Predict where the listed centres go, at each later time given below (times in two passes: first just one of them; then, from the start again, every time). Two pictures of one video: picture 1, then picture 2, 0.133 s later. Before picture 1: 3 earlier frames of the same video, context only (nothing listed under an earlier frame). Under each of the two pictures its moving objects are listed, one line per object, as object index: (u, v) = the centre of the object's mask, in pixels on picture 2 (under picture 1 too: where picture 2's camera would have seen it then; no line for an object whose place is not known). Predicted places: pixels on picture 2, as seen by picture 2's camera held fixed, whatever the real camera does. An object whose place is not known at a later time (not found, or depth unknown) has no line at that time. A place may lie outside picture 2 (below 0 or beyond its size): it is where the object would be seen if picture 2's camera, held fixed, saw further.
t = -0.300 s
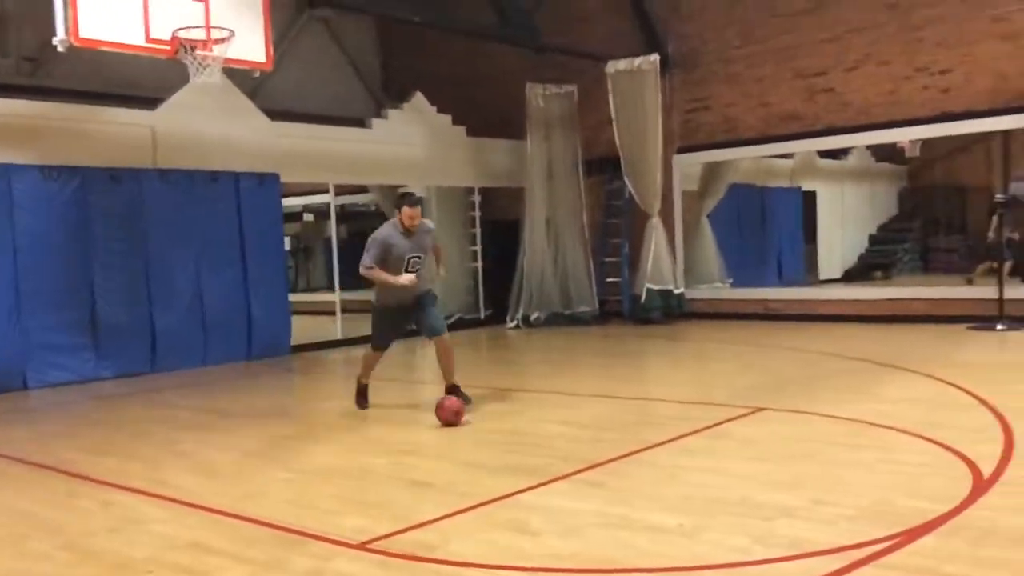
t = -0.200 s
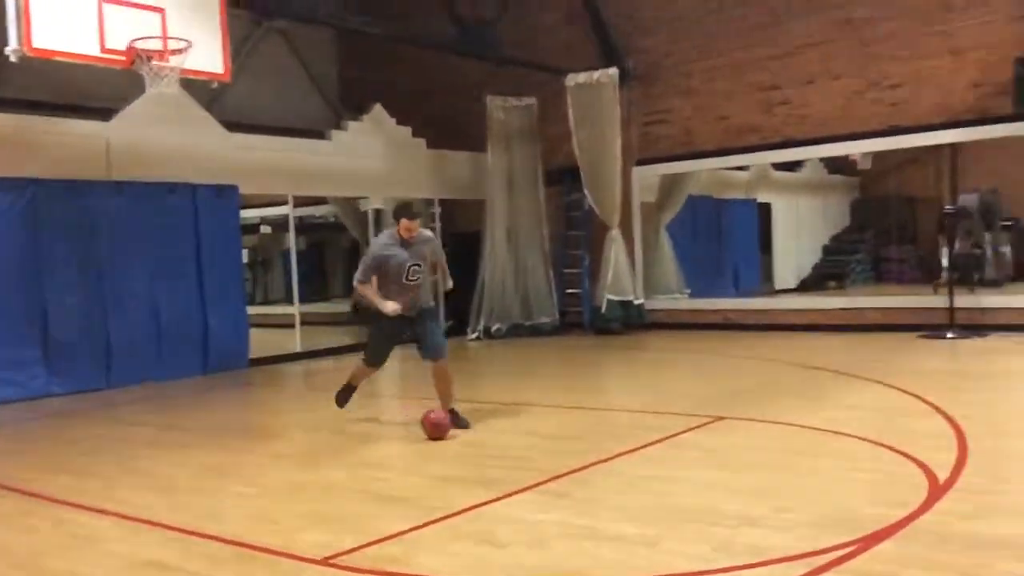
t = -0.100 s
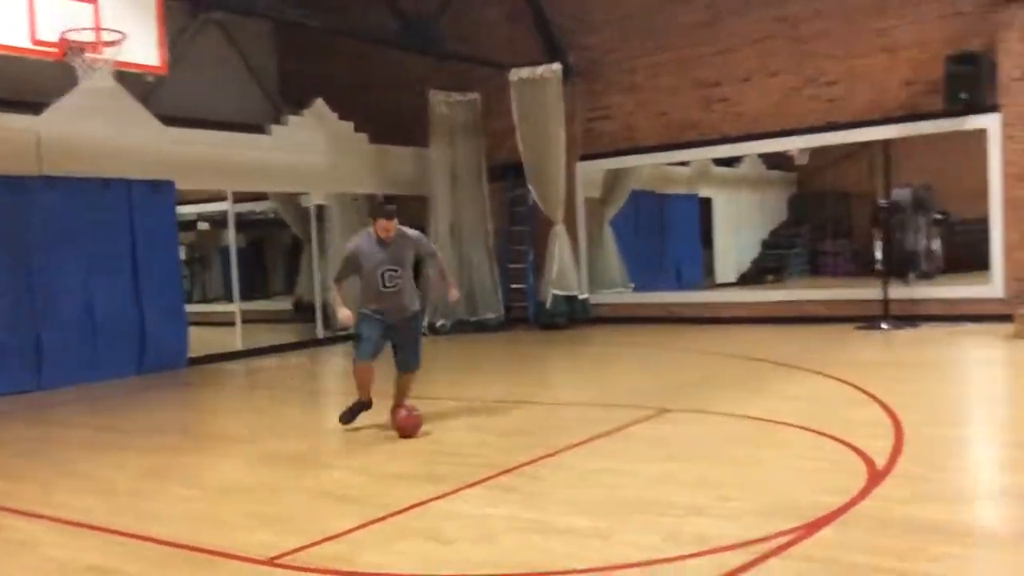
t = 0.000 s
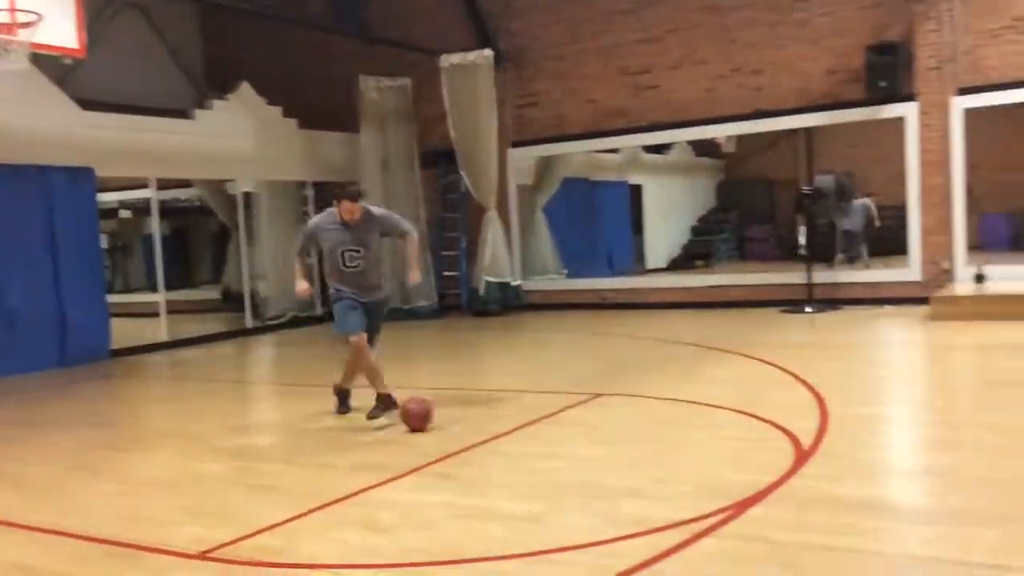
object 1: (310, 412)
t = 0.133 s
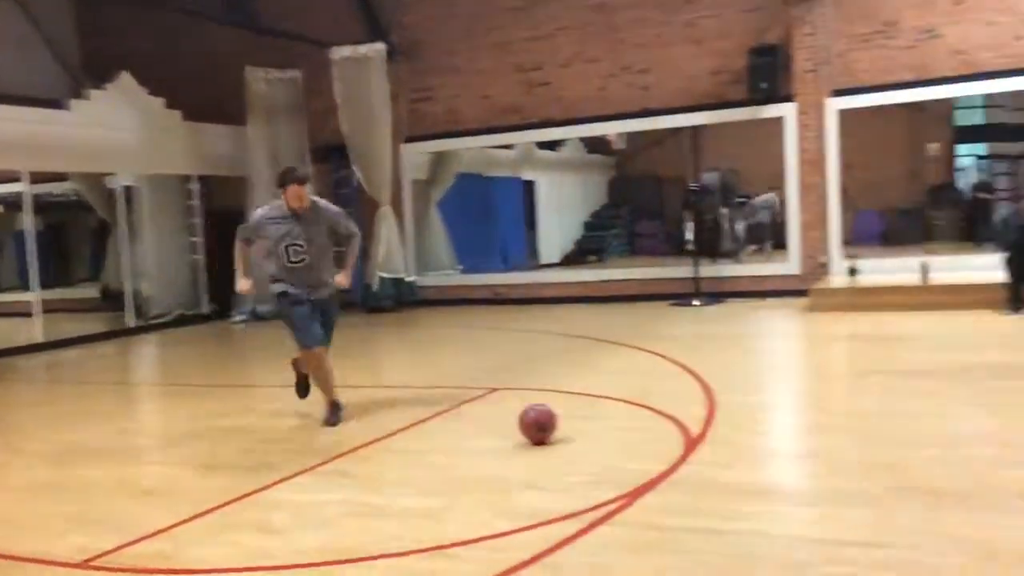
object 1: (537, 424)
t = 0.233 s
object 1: (743, 434)
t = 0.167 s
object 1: (602, 427)
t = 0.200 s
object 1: (670, 431)
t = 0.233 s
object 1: (743, 434)
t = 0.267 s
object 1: (820, 439)
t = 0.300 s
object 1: (900, 441)
